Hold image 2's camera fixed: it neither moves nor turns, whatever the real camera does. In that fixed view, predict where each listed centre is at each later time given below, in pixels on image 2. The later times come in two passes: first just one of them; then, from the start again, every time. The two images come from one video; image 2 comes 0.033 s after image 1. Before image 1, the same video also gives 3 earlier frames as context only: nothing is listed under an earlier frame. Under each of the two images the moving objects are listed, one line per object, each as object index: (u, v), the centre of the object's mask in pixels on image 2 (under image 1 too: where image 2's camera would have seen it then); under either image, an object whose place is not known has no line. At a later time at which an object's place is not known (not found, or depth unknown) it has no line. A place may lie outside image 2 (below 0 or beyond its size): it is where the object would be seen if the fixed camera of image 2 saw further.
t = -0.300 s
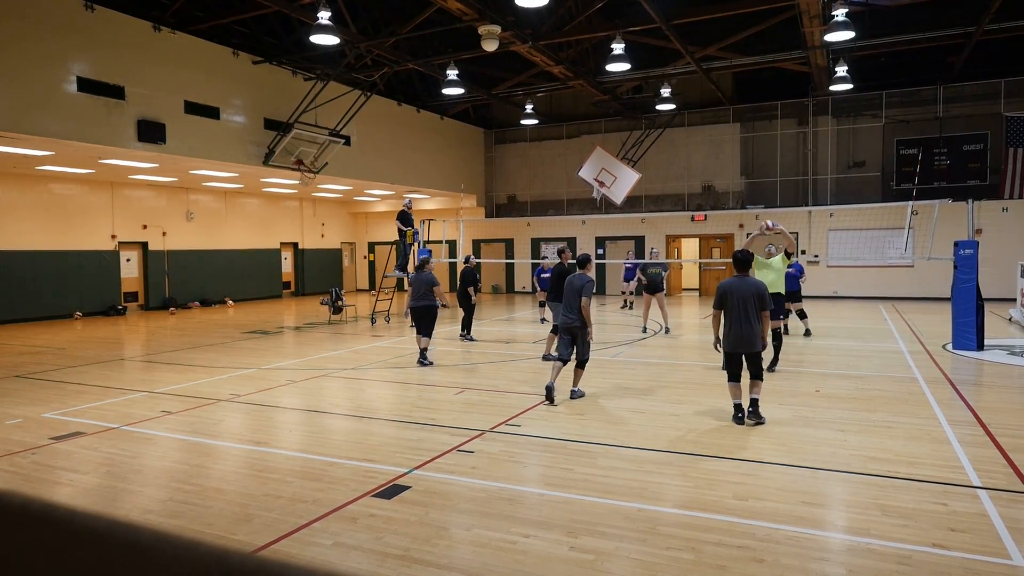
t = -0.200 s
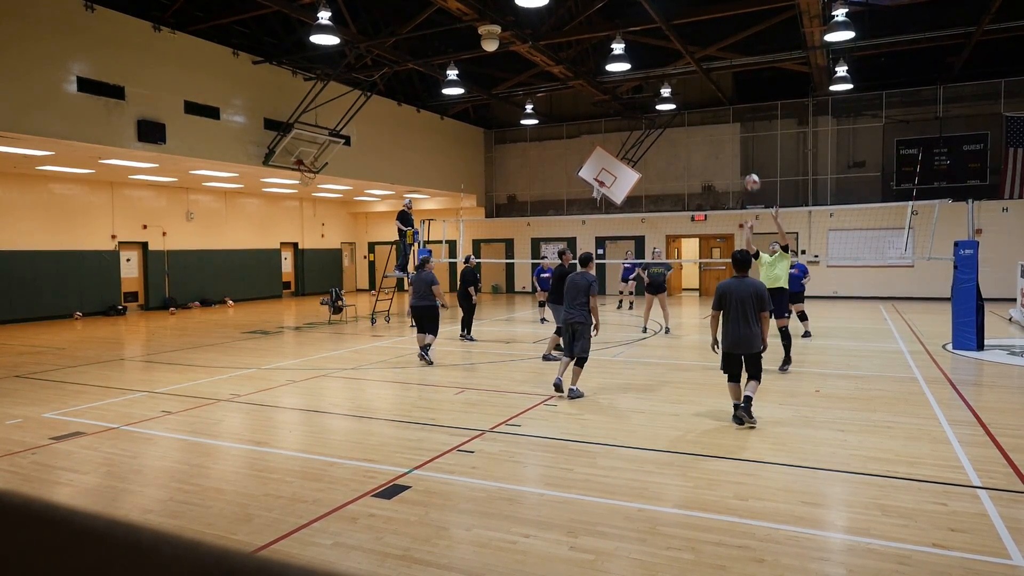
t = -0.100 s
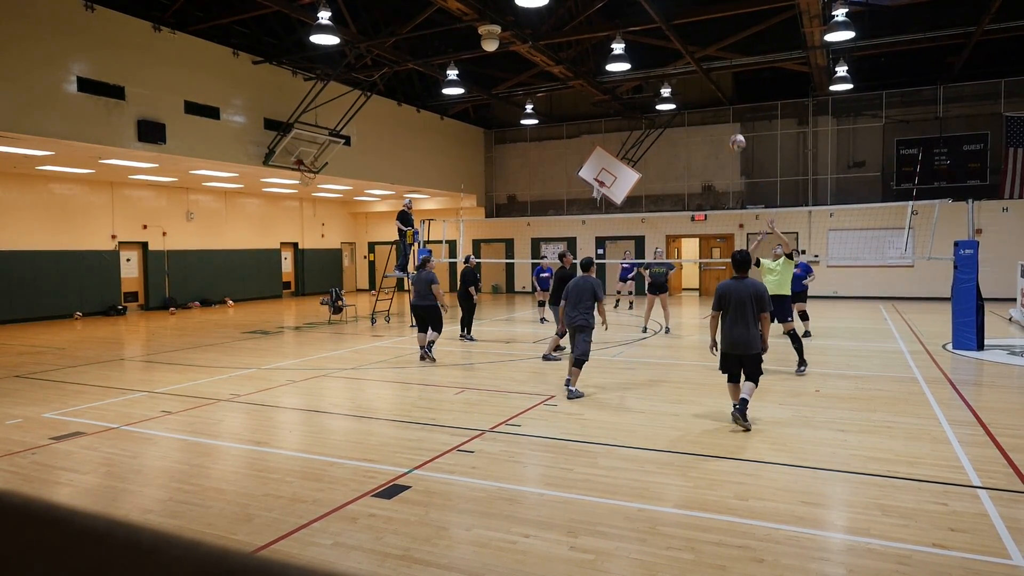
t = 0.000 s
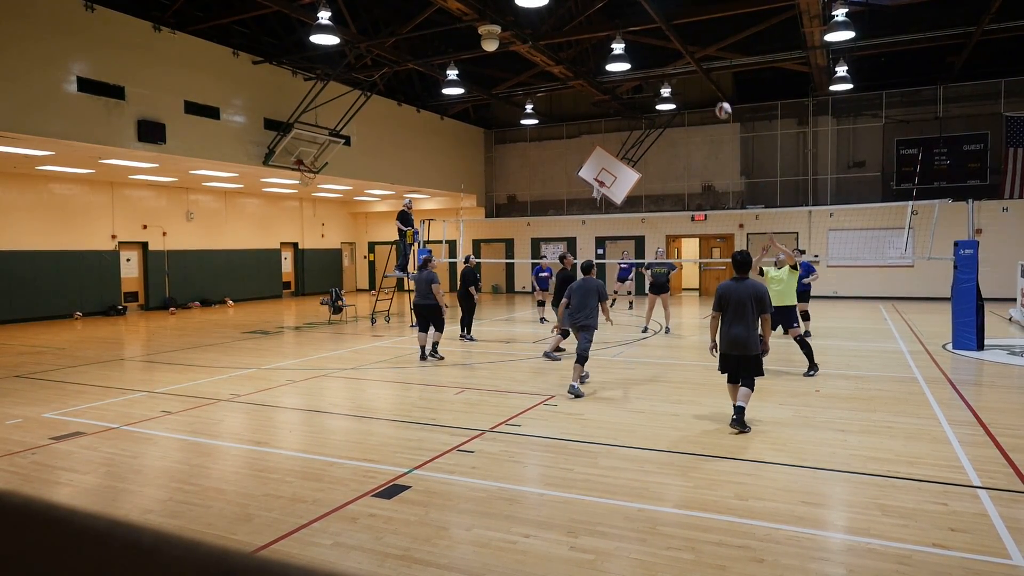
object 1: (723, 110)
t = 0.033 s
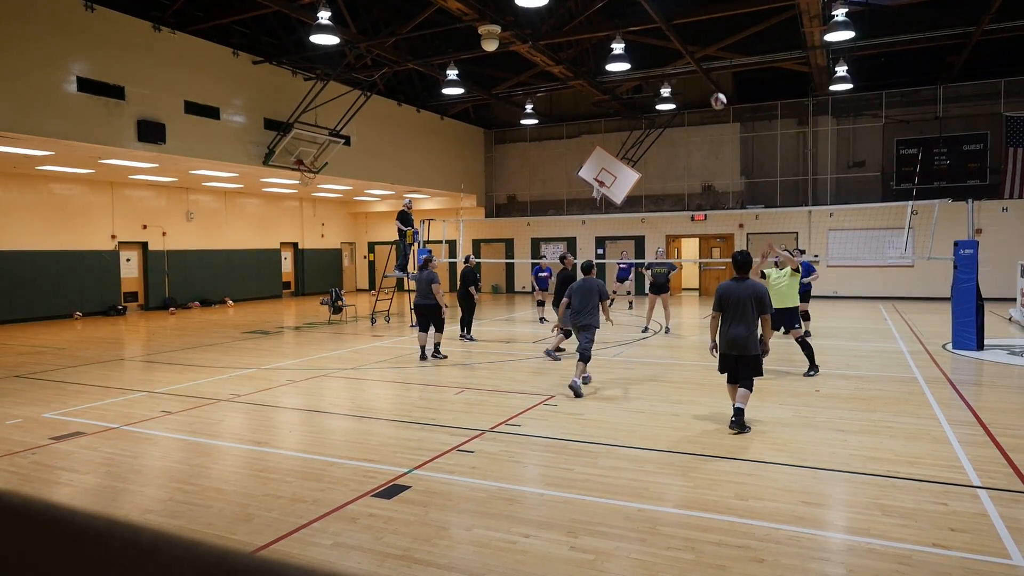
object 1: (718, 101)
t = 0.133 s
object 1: (705, 78)
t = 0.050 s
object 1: (716, 97)
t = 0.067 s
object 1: (714, 93)
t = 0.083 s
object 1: (712, 89)
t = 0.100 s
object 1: (709, 85)
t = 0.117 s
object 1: (707, 81)
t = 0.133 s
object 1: (705, 78)
